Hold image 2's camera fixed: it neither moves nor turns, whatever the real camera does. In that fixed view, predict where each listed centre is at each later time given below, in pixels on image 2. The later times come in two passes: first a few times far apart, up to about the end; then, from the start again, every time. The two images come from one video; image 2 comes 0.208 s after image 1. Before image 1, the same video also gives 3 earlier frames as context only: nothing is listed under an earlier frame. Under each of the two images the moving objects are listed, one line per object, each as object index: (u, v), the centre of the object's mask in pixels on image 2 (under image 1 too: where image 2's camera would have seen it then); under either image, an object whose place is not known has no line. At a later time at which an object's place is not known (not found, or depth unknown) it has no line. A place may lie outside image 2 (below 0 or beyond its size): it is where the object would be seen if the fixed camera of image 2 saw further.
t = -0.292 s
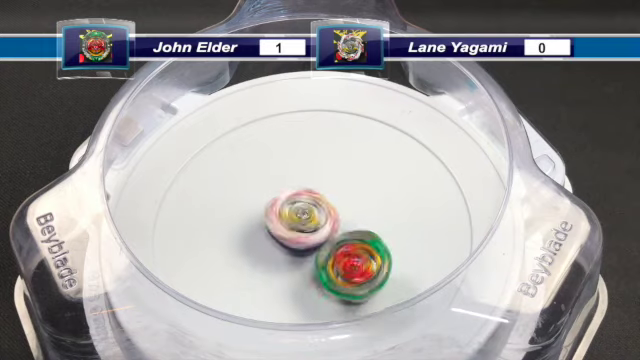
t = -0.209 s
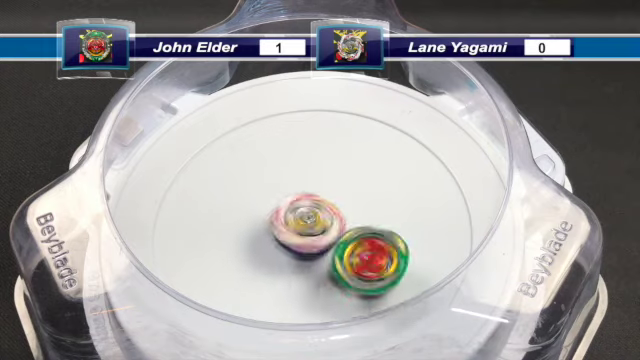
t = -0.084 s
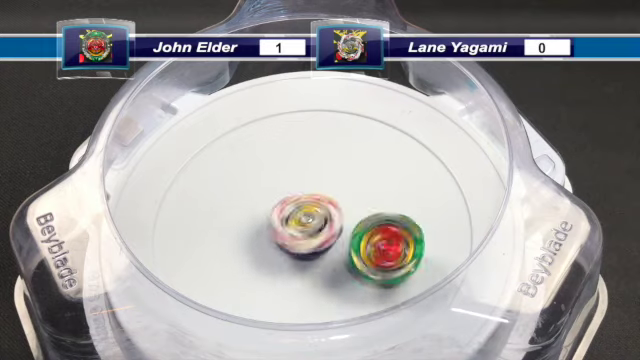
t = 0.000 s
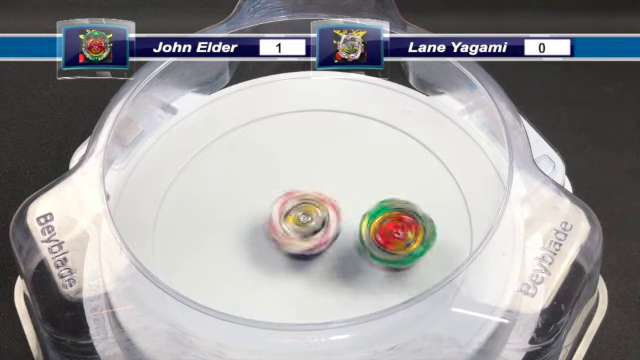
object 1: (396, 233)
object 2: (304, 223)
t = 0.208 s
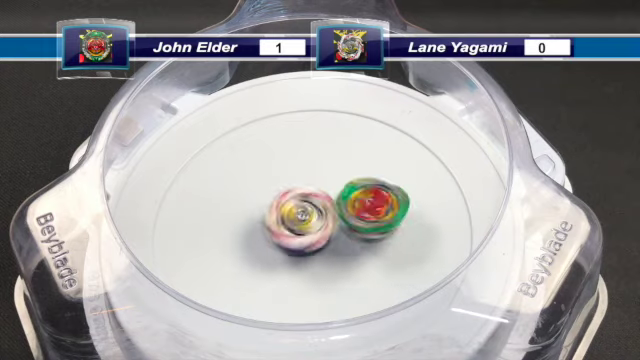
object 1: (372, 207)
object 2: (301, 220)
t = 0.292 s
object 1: (361, 193)
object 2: (294, 223)
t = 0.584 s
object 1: (324, 165)
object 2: (292, 245)
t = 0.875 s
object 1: (289, 183)
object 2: (318, 244)
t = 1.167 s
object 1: (269, 217)
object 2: (339, 234)
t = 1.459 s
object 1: (278, 249)
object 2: (327, 209)
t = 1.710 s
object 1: (302, 260)
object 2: (289, 204)
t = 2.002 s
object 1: (346, 246)
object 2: (288, 213)
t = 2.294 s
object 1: (363, 229)
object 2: (297, 213)
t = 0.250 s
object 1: (367, 199)
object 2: (296, 221)
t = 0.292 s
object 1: (361, 193)
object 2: (294, 223)
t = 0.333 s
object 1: (355, 187)
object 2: (294, 224)
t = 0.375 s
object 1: (352, 183)
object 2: (294, 225)
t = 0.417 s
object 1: (344, 179)
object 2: (295, 225)
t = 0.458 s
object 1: (342, 174)
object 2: (293, 230)
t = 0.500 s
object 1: (337, 167)
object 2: (289, 239)
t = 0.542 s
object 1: (331, 166)
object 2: (290, 243)
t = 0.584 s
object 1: (324, 165)
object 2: (292, 245)
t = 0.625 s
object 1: (318, 167)
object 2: (294, 246)
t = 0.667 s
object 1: (312, 169)
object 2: (296, 245)
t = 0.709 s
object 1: (306, 171)
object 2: (300, 243)
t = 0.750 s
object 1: (299, 176)
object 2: (303, 240)
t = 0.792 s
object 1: (296, 177)
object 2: (304, 240)
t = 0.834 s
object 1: (290, 180)
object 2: (312, 242)
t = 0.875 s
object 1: (289, 183)
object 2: (318, 244)
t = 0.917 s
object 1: (284, 189)
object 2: (322, 244)
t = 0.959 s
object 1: (283, 193)
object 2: (323, 243)
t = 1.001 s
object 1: (277, 196)
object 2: (331, 245)
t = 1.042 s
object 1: (275, 201)
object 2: (334, 244)
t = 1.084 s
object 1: (273, 207)
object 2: (336, 241)
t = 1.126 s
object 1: (273, 211)
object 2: (335, 239)
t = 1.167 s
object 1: (269, 217)
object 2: (339, 234)
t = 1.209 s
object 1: (262, 220)
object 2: (345, 231)
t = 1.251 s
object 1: (265, 224)
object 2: (347, 226)
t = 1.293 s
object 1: (267, 229)
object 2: (344, 225)
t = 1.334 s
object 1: (270, 238)
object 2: (338, 224)
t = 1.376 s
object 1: (272, 239)
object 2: (335, 221)
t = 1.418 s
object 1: (279, 245)
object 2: (332, 214)
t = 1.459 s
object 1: (278, 249)
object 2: (327, 209)
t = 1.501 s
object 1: (283, 254)
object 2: (319, 204)
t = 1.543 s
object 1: (285, 255)
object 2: (313, 203)
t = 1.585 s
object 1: (291, 256)
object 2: (306, 201)
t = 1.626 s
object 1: (293, 257)
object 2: (301, 202)
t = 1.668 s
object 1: (298, 259)
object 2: (293, 203)
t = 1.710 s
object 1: (302, 260)
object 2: (289, 204)
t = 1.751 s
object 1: (310, 258)
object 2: (285, 207)
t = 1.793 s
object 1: (314, 259)
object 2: (285, 209)
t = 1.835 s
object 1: (322, 257)
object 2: (283, 212)
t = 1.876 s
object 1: (329, 258)
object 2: (283, 213)
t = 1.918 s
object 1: (335, 254)
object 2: (283, 213)
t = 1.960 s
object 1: (341, 251)
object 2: (285, 213)
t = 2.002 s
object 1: (346, 246)
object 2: (288, 213)
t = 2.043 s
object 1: (349, 242)
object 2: (291, 213)
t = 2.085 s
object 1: (352, 237)
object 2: (293, 213)
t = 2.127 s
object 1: (354, 237)
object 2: (295, 212)
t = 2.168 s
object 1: (357, 236)
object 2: (297, 212)
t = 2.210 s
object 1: (358, 235)
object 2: (298, 212)
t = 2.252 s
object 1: (363, 231)
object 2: (298, 213)
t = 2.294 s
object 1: (363, 229)
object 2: (297, 213)
